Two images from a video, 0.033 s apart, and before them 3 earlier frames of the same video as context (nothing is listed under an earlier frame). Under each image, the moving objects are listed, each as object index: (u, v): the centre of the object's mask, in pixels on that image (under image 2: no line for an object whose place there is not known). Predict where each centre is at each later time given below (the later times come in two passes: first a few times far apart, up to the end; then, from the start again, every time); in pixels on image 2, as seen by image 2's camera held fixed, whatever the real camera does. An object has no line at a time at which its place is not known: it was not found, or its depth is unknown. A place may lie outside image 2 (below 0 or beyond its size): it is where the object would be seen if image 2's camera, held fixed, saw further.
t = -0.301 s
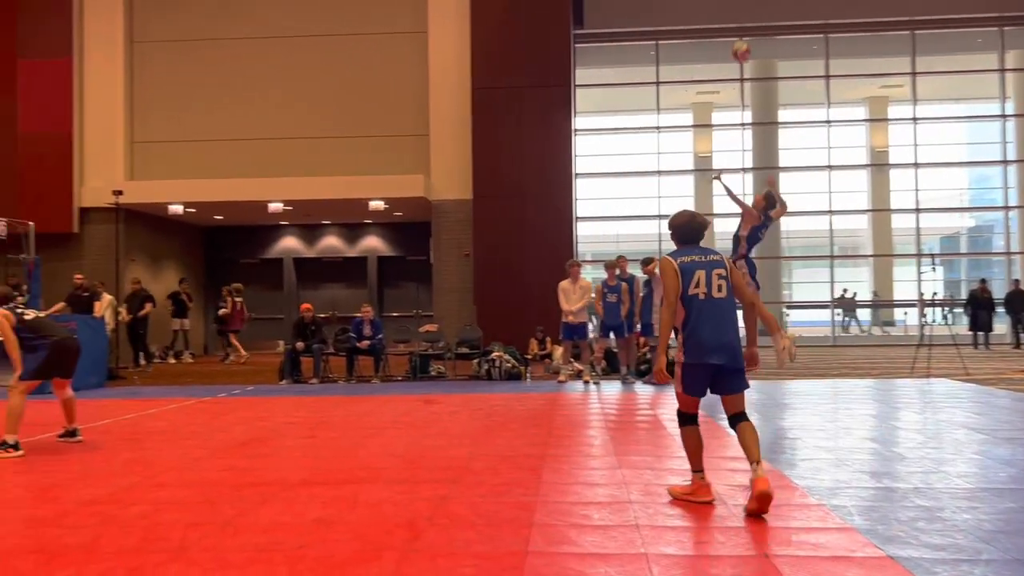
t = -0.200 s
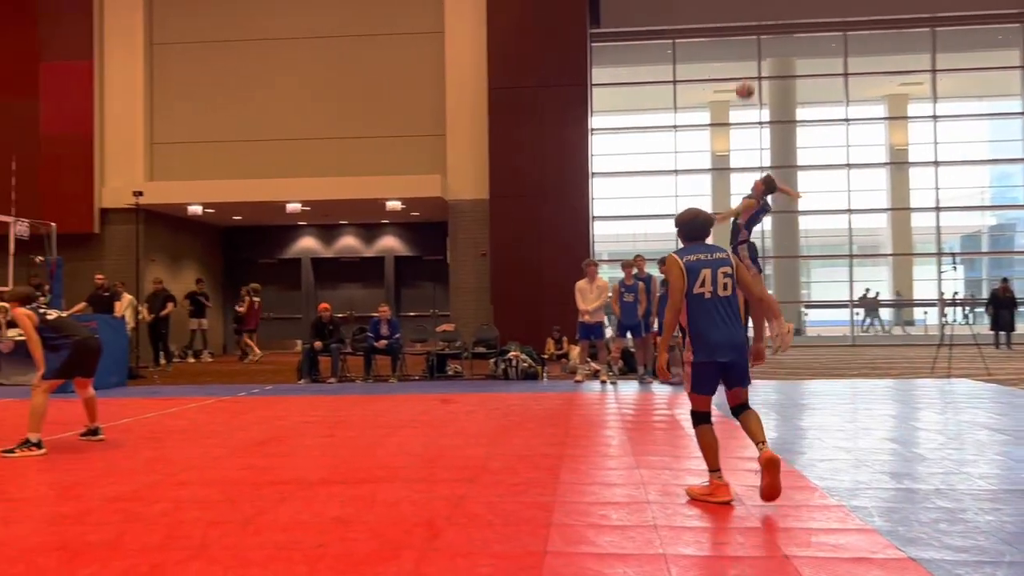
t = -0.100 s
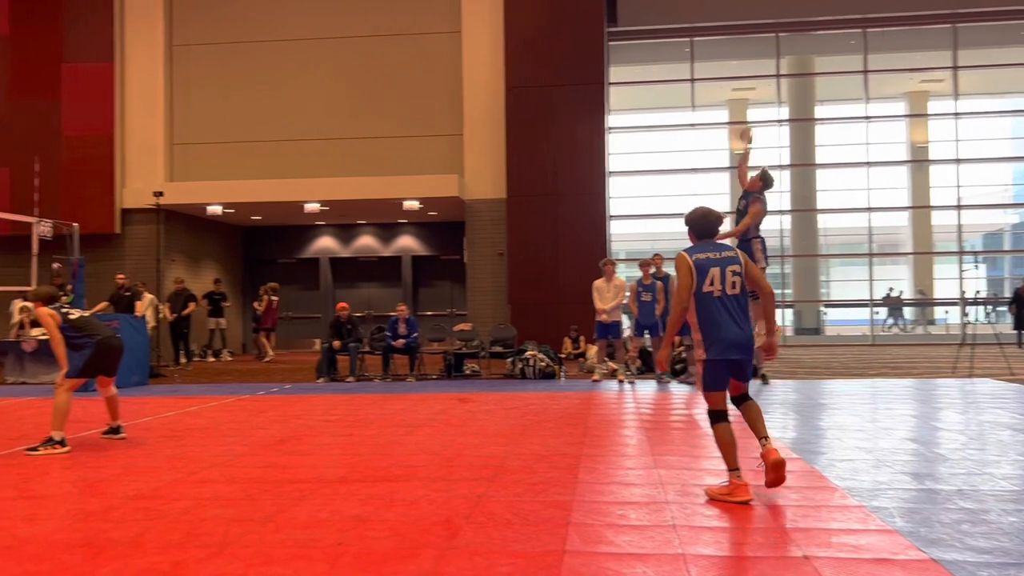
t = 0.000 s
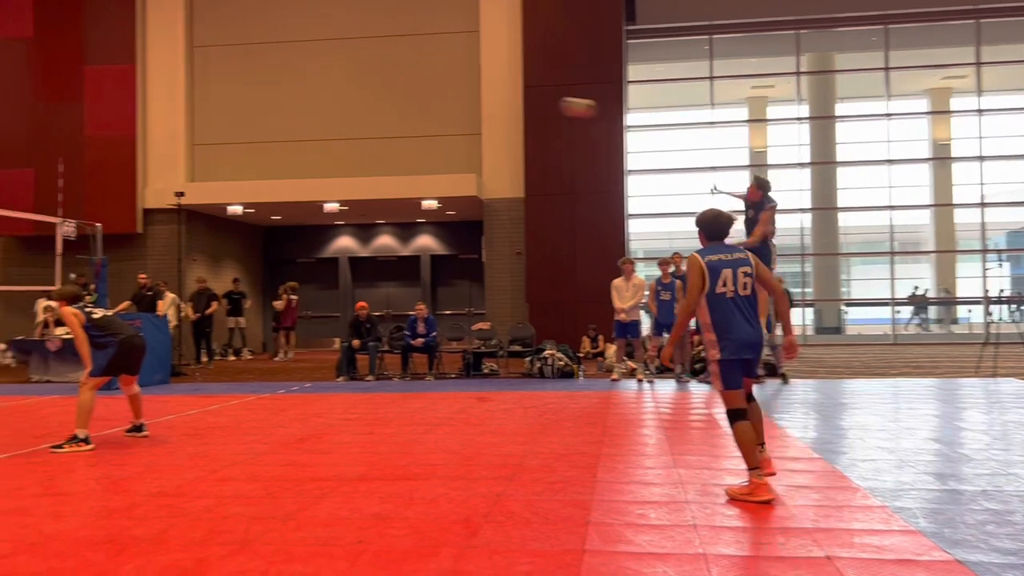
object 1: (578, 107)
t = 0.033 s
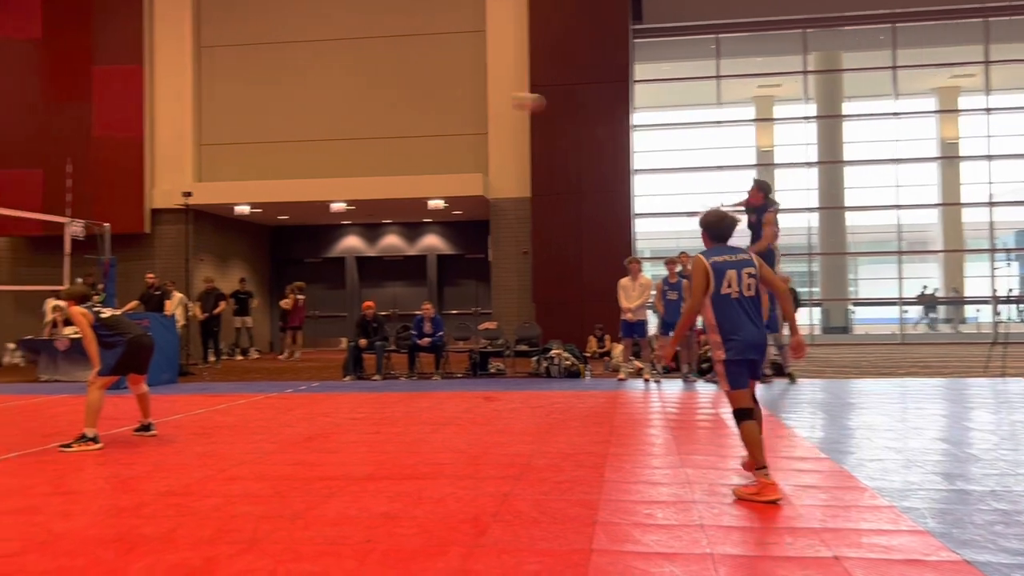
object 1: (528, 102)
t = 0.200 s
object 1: (260, 98)
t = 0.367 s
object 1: (22, 131)
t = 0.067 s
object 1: (471, 96)
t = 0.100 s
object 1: (416, 94)
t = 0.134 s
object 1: (362, 95)
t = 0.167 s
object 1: (310, 96)
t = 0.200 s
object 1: (260, 98)
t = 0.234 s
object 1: (211, 102)
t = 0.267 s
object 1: (159, 108)
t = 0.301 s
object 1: (113, 115)
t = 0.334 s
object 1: (67, 122)
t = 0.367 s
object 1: (22, 131)
